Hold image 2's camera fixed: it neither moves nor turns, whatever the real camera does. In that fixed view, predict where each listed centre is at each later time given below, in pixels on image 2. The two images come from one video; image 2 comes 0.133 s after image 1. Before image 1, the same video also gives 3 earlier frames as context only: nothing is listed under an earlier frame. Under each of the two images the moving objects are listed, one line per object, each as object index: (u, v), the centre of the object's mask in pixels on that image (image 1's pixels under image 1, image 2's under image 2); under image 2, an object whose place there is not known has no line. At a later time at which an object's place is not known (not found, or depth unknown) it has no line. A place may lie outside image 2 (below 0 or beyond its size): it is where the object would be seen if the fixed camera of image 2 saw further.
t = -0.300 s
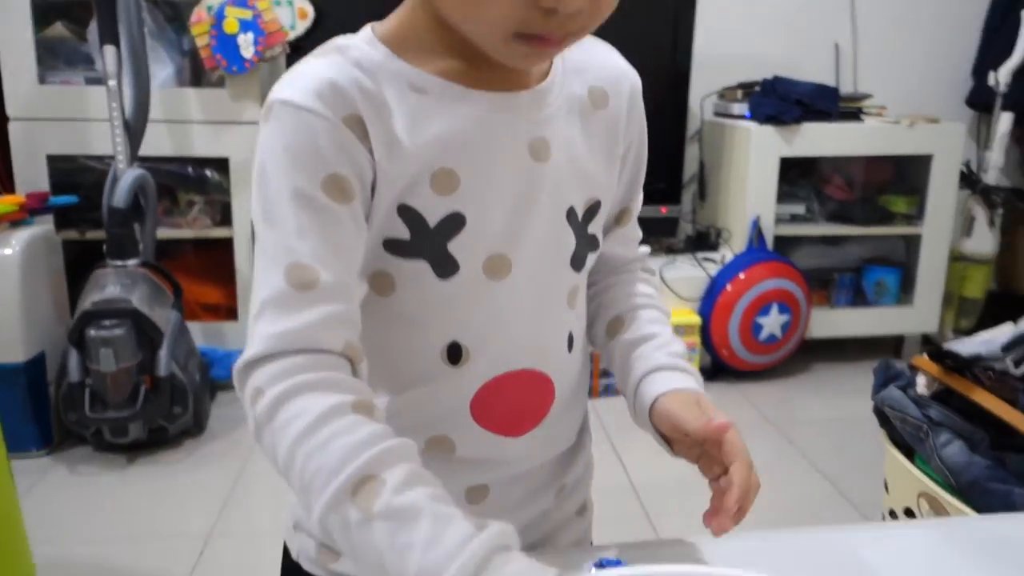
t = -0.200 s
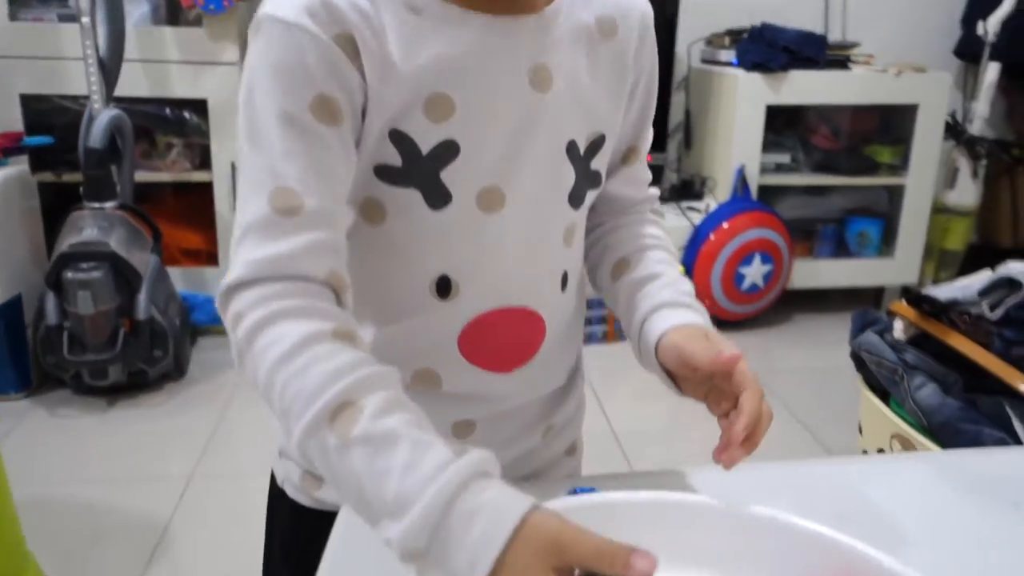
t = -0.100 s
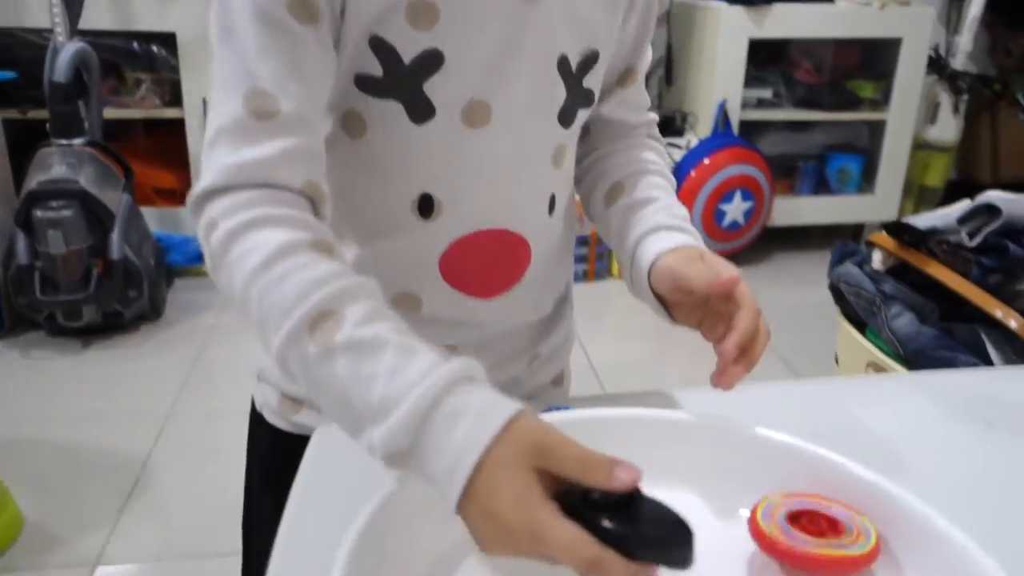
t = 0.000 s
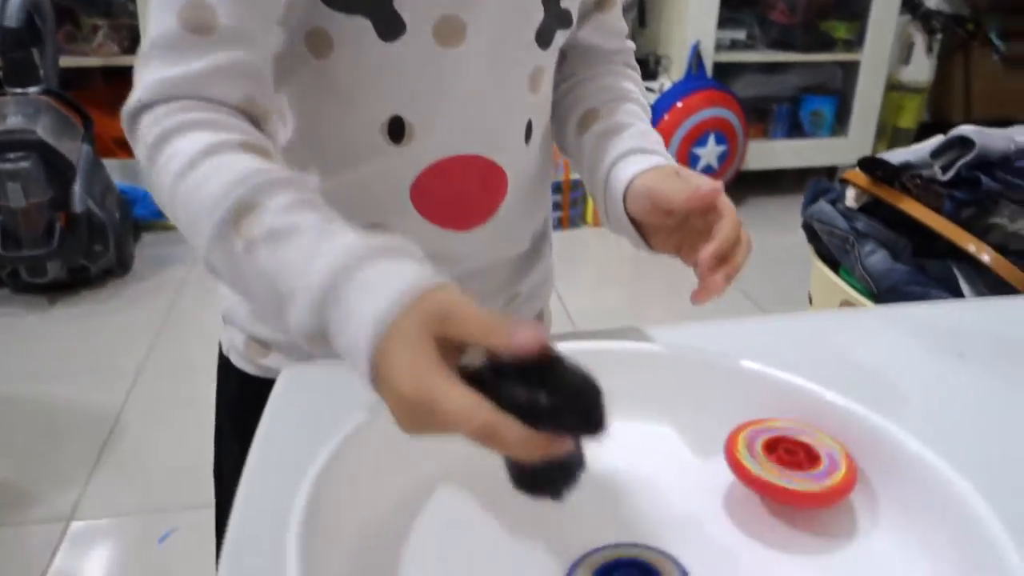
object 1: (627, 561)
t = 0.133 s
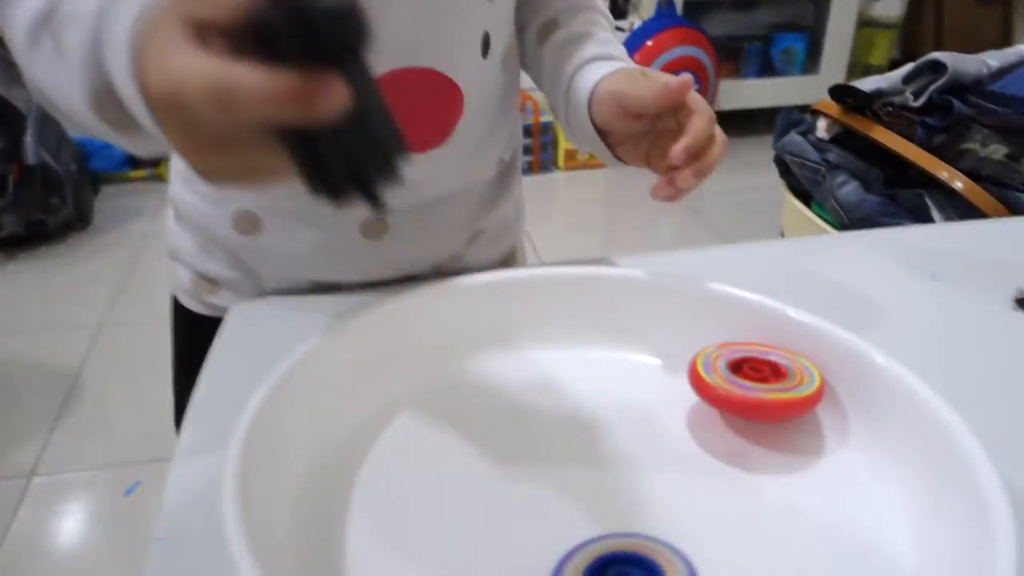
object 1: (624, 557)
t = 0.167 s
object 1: (627, 571)
